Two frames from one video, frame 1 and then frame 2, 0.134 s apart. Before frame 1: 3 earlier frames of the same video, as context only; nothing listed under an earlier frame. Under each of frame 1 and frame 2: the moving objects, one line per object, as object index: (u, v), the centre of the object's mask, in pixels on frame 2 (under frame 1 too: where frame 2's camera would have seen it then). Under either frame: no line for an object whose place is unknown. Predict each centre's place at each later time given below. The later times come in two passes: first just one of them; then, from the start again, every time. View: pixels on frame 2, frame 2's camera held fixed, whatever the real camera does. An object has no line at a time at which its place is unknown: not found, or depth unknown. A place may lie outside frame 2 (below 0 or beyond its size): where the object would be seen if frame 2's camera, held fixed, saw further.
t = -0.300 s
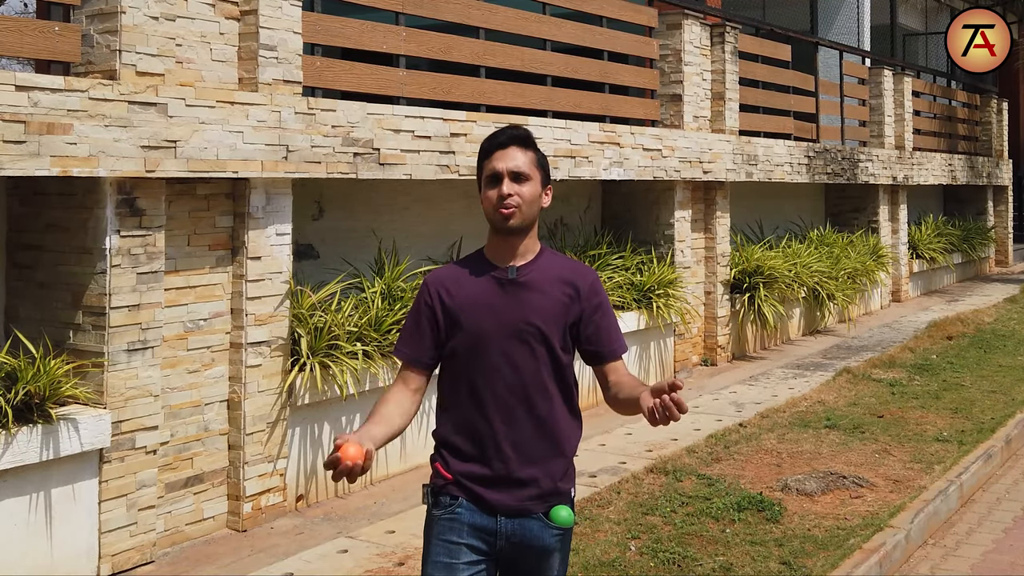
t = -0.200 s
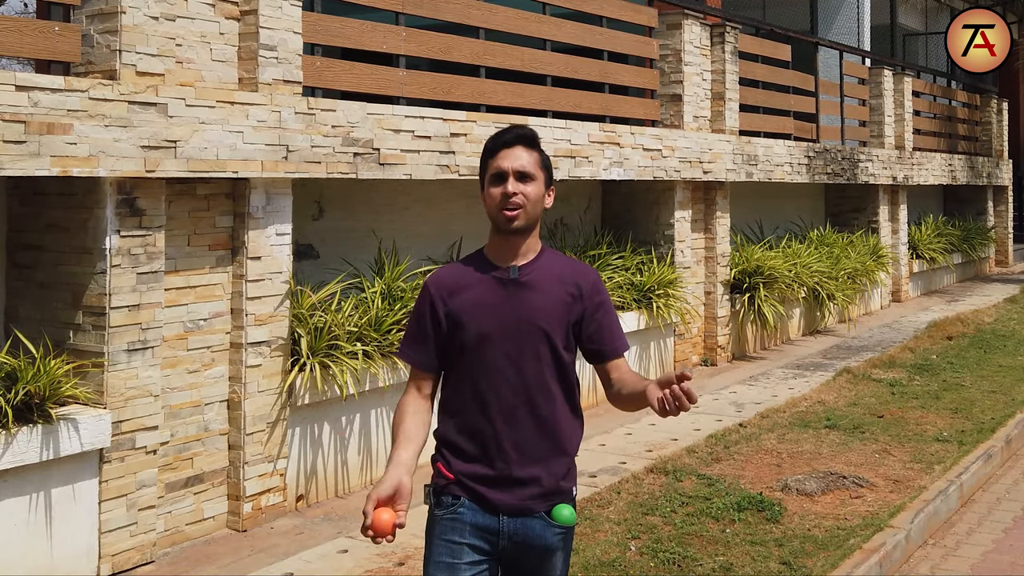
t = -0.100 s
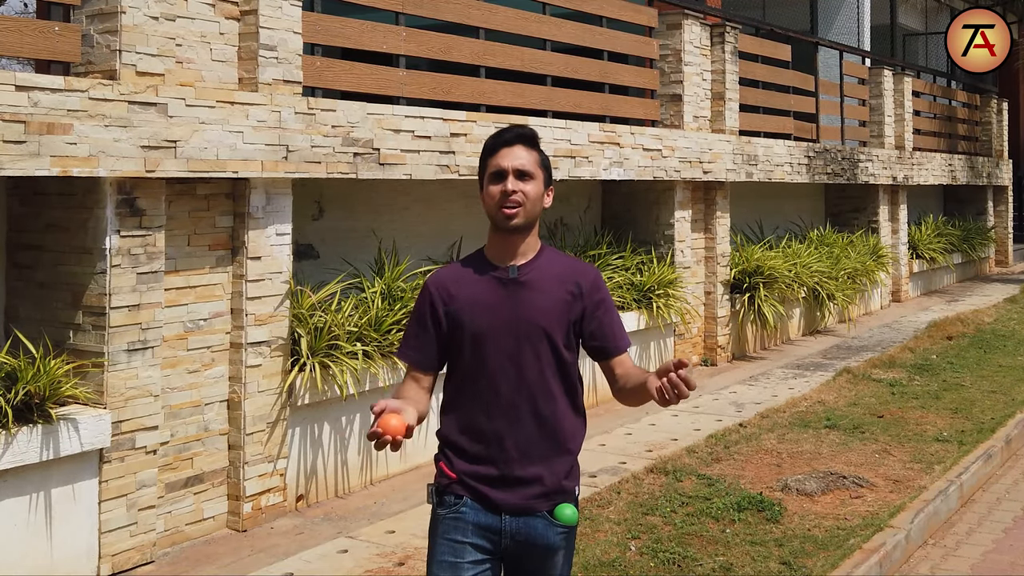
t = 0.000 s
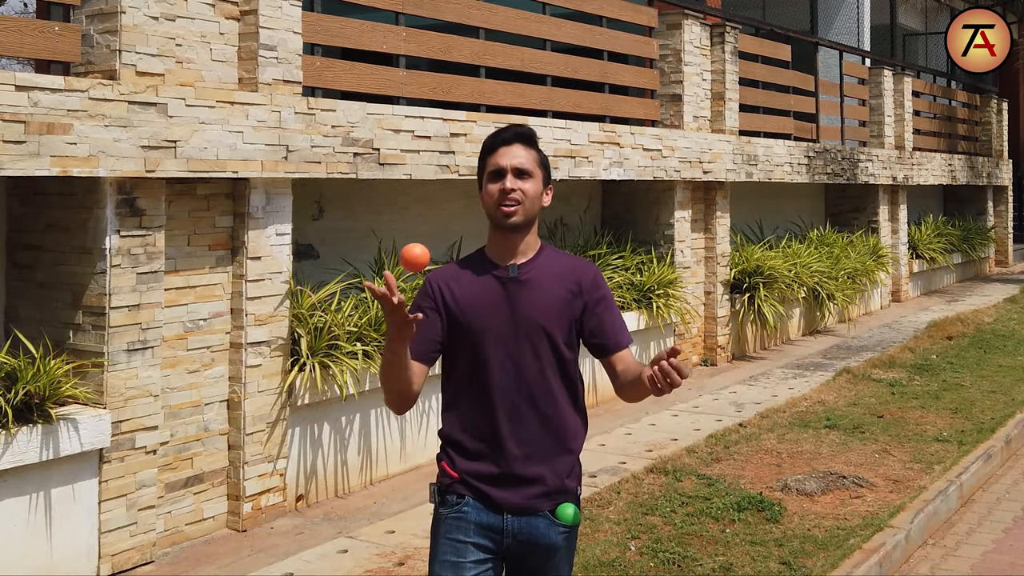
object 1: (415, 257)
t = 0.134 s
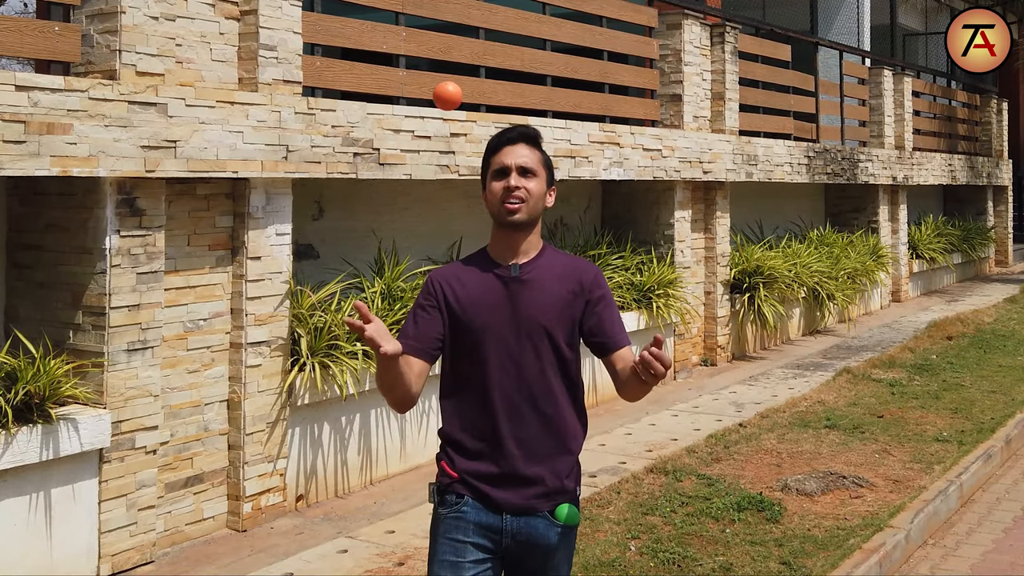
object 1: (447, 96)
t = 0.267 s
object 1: (480, 16)
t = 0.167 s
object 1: (455, 68)
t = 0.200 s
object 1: (464, 45)
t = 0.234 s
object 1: (472, 28)
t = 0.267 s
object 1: (480, 16)
